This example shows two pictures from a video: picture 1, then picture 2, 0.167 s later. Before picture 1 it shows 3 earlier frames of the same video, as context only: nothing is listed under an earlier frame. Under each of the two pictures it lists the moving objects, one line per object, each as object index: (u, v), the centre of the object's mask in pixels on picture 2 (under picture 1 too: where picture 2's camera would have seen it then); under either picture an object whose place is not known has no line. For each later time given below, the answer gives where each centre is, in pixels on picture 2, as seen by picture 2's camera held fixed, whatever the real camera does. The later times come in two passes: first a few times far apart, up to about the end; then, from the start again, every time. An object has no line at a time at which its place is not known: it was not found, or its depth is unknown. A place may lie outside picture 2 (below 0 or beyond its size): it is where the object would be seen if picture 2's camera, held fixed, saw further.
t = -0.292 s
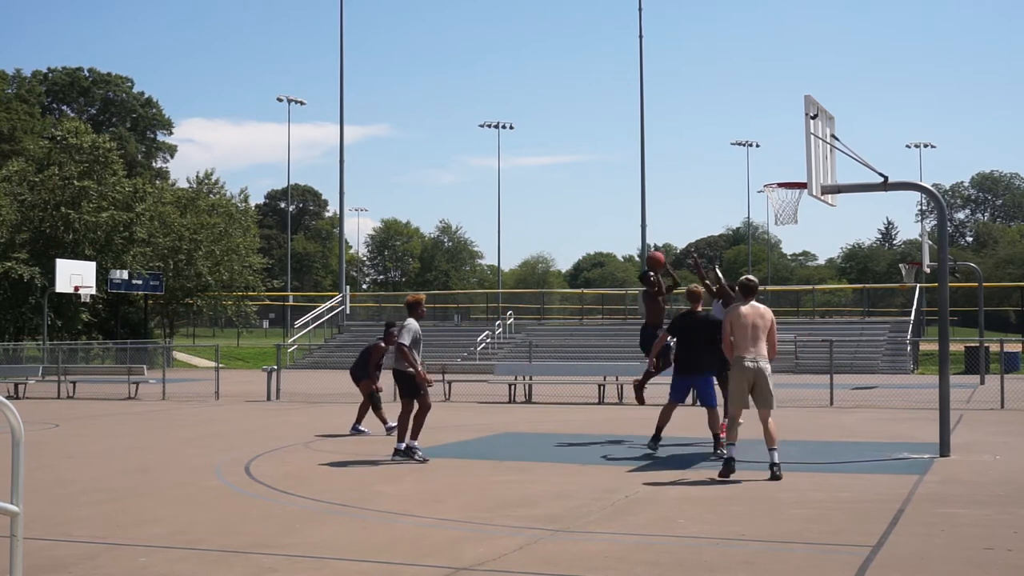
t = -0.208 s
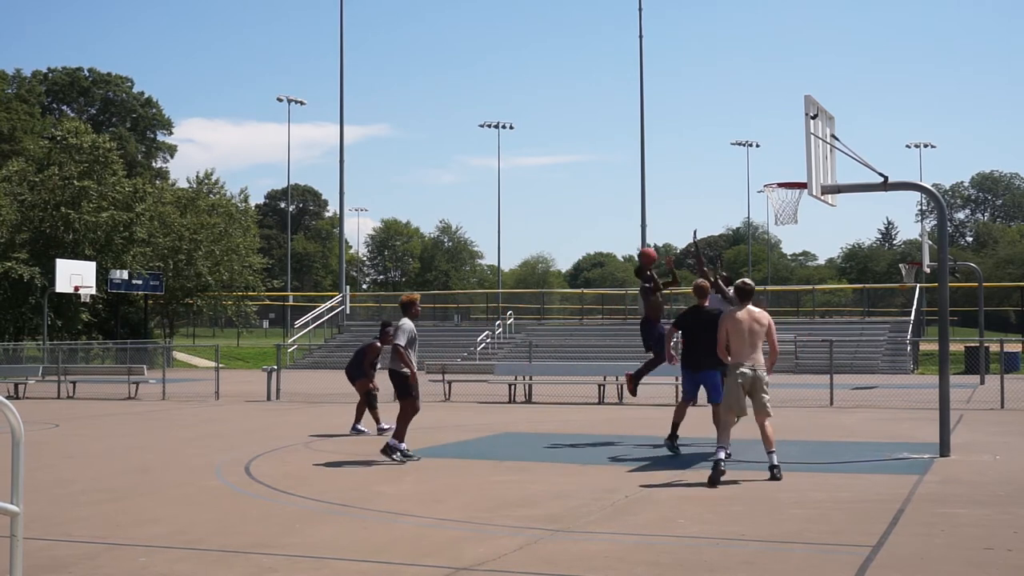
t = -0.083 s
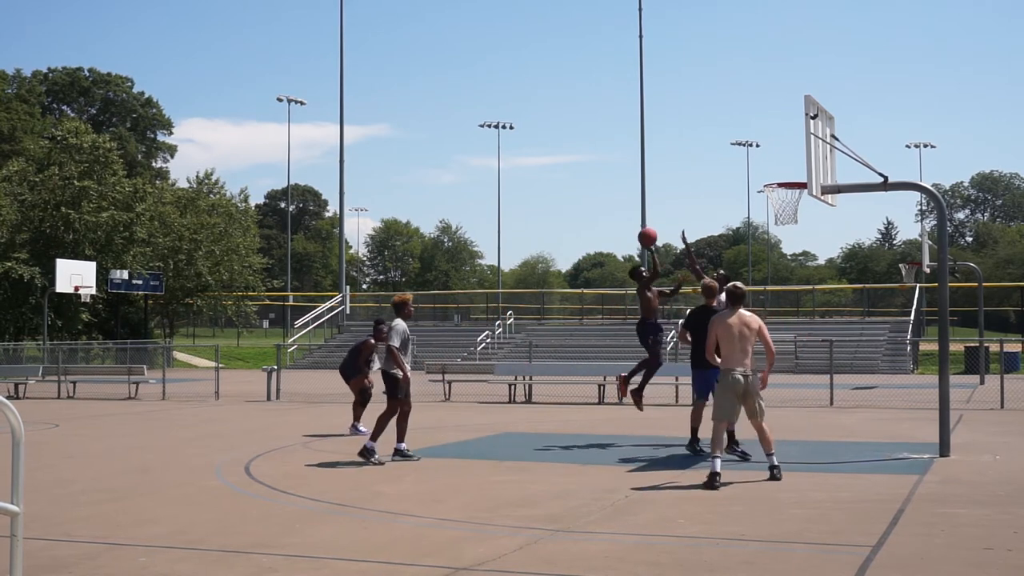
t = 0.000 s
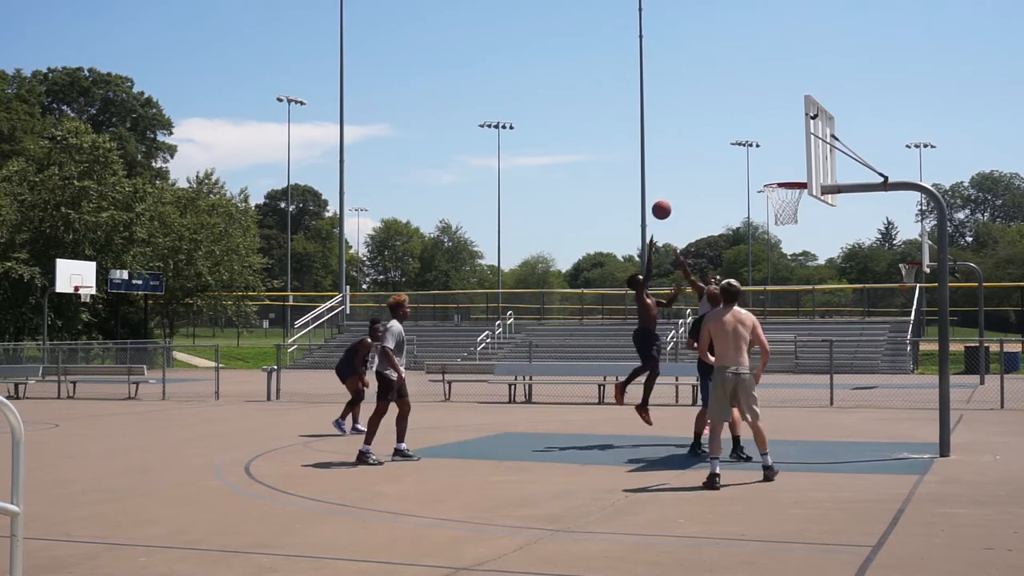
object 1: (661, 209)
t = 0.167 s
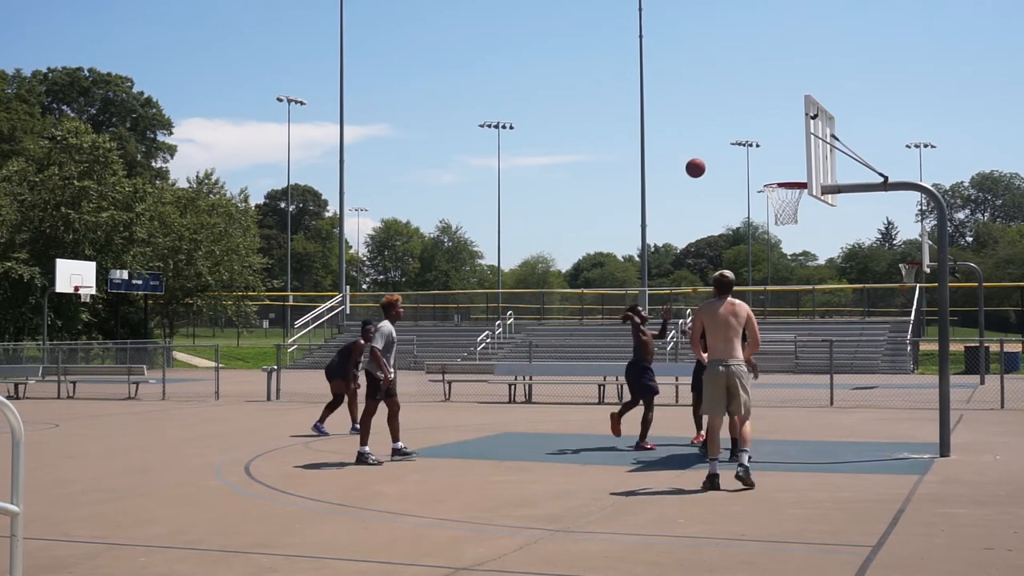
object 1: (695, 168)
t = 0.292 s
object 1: (721, 150)
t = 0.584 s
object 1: (785, 160)
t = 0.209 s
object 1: (704, 160)
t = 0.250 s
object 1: (713, 155)
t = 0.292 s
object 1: (721, 150)
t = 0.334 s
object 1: (730, 147)
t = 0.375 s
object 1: (739, 146)
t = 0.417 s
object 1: (748, 146)
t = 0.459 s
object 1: (757, 147)
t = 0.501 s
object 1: (766, 150)
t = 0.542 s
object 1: (776, 154)
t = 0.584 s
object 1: (785, 160)
